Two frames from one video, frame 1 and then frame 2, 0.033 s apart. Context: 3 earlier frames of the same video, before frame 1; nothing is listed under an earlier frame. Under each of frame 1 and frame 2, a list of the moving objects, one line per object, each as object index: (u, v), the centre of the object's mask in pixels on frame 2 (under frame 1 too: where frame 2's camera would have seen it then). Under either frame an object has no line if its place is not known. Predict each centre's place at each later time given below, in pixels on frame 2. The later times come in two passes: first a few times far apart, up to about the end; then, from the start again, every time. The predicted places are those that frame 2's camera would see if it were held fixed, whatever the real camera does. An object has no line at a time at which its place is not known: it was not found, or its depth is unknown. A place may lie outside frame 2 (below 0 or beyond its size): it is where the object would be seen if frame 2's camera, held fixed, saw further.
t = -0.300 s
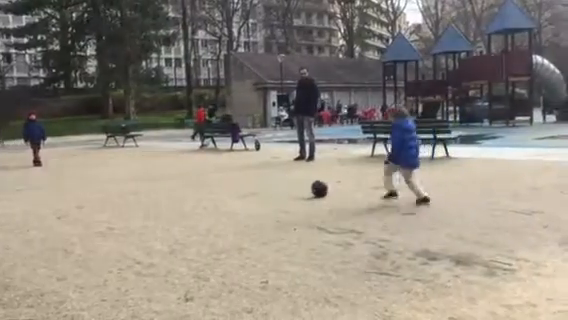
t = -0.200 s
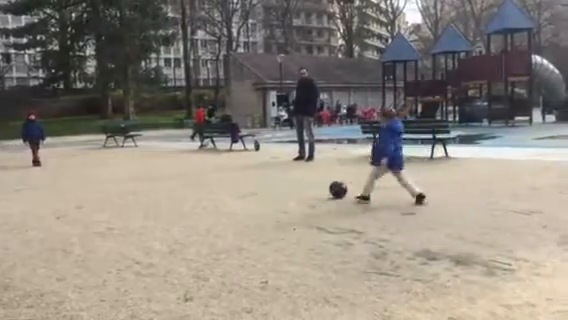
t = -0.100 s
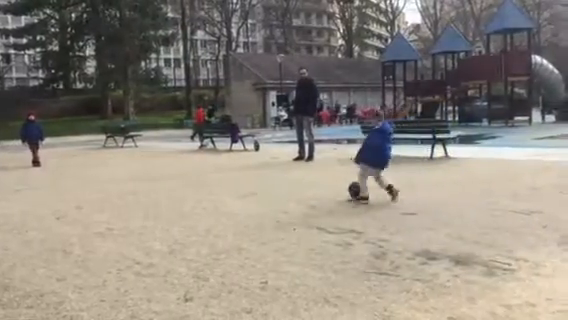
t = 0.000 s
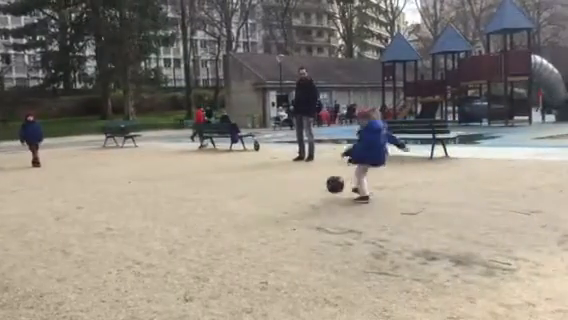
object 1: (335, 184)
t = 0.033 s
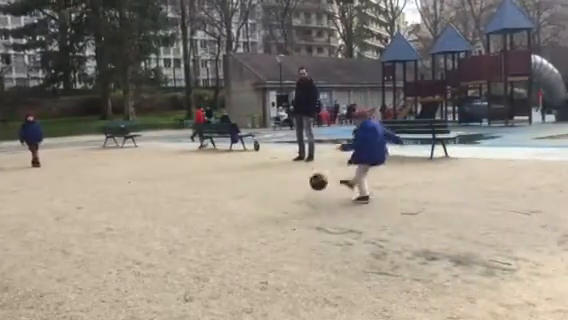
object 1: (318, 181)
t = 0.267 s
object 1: (216, 186)
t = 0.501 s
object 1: (150, 183)
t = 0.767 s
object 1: (98, 180)
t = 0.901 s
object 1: (78, 180)
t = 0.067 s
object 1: (301, 180)
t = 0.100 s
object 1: (286, 179)
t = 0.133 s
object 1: (271, 179)
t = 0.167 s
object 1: (256, 180)
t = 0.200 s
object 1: (242, 182)
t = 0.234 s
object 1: (228, 184)
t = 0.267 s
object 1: (216, 186)
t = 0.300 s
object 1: (205, 184)
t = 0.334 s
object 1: (195, 182)
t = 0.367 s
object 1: (186, 181)
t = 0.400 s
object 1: (176, 180)
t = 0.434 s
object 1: (167, 180)
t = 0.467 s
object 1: (158, 182)
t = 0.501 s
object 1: (150, 183)
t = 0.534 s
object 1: (142, 182)
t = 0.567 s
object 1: (135, 180)
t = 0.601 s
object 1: (128, 180)
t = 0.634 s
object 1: (122, 181)
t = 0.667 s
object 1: (115, 182)
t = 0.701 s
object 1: (110, 181)
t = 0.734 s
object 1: (104, 180)
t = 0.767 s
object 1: (98, 180)
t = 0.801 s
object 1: (93, 181)
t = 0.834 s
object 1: (87, 180)
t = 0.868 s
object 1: (83, 180)
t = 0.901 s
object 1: (78, 180)
